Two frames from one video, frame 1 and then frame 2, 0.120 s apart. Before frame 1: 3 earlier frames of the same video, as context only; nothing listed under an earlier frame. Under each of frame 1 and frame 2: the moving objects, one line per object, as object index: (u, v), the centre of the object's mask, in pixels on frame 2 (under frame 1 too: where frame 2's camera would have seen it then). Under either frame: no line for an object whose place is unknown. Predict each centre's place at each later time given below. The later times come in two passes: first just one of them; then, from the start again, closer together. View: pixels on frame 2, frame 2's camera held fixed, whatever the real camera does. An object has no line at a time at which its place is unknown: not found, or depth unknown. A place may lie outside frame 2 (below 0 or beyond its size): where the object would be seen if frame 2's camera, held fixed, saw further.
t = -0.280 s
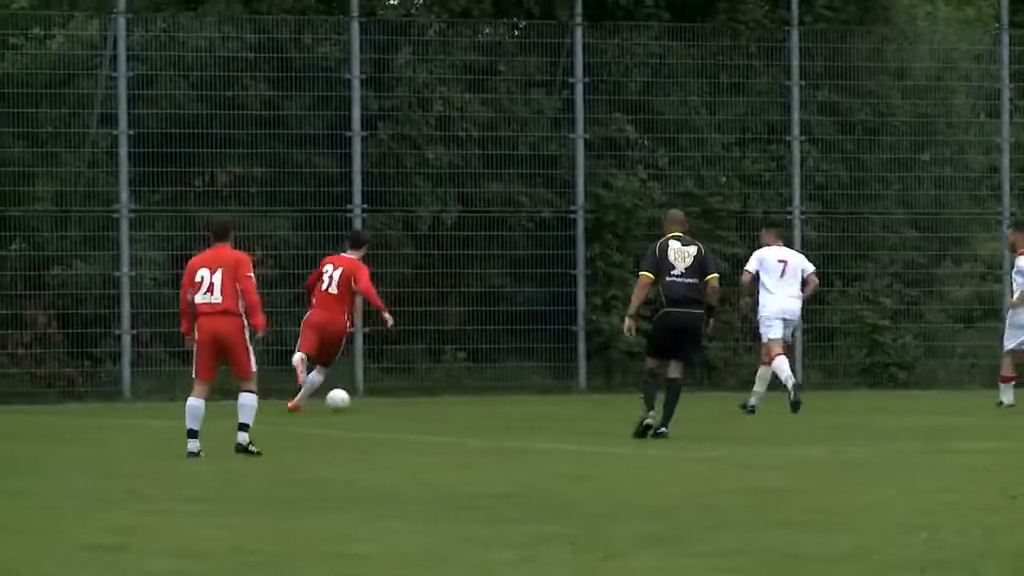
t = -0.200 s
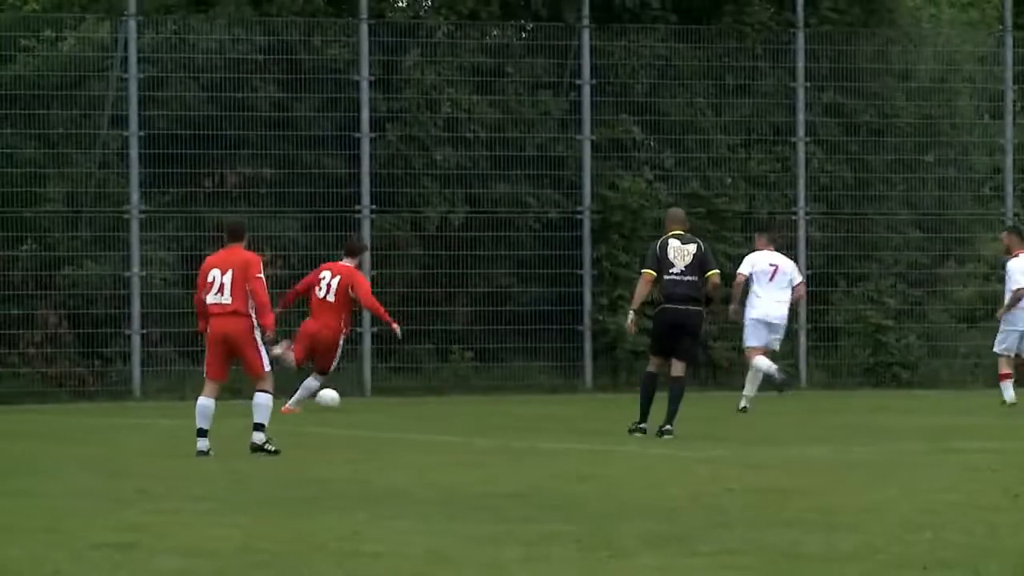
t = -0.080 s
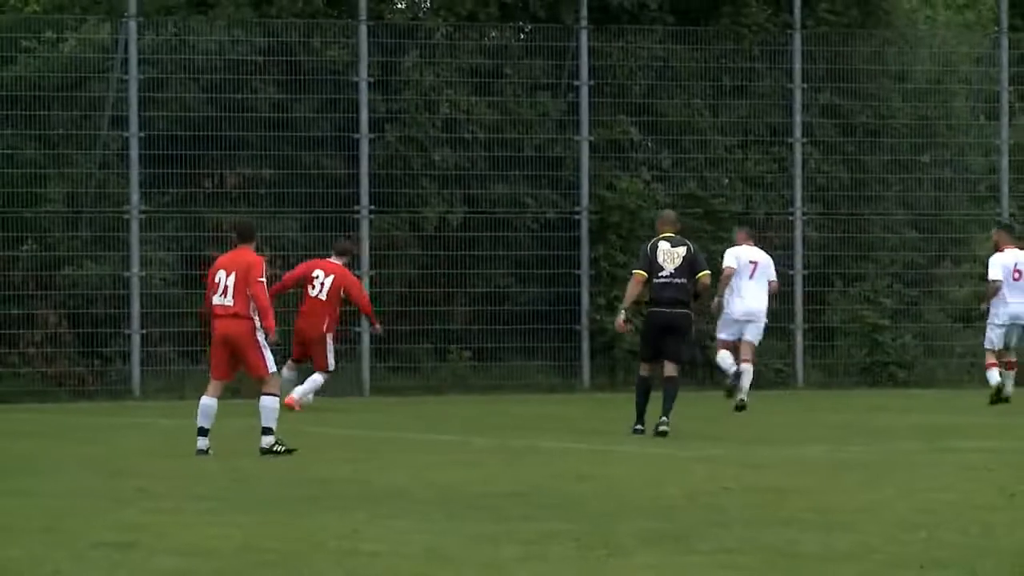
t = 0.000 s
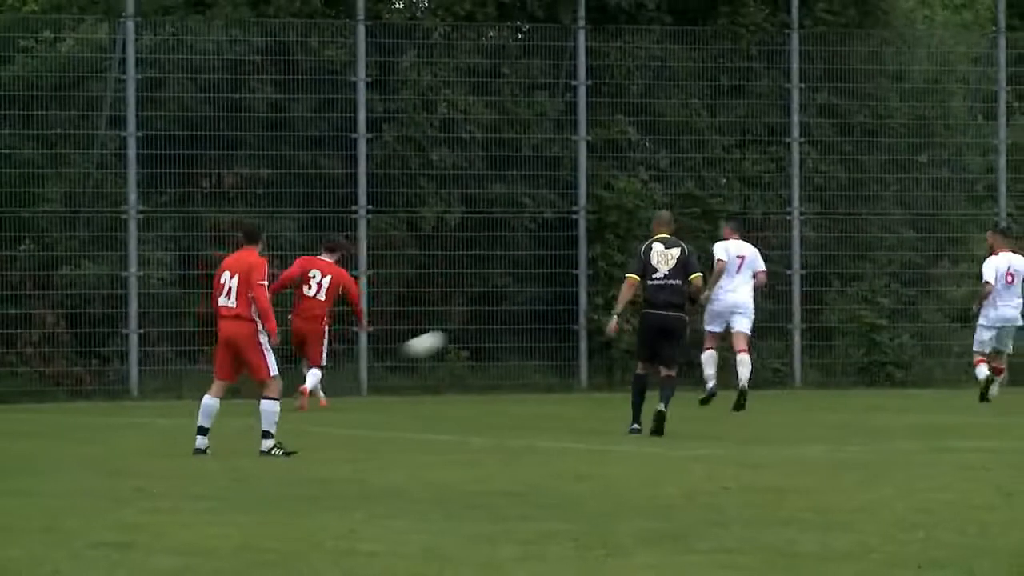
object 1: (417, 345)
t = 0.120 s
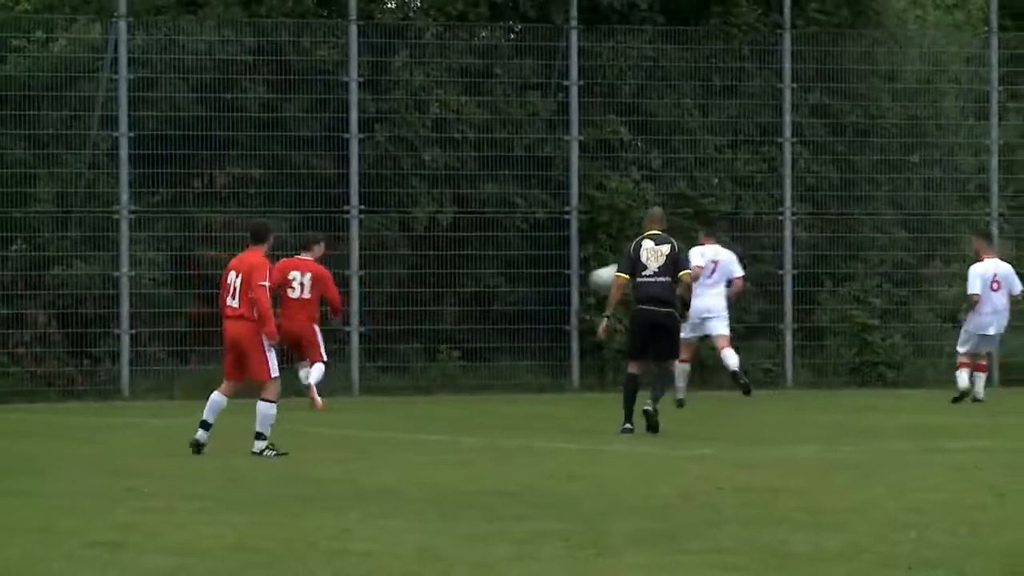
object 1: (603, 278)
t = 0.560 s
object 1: (1275, 145)
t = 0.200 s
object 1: (730, 240)
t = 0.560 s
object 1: (1275, 145)
